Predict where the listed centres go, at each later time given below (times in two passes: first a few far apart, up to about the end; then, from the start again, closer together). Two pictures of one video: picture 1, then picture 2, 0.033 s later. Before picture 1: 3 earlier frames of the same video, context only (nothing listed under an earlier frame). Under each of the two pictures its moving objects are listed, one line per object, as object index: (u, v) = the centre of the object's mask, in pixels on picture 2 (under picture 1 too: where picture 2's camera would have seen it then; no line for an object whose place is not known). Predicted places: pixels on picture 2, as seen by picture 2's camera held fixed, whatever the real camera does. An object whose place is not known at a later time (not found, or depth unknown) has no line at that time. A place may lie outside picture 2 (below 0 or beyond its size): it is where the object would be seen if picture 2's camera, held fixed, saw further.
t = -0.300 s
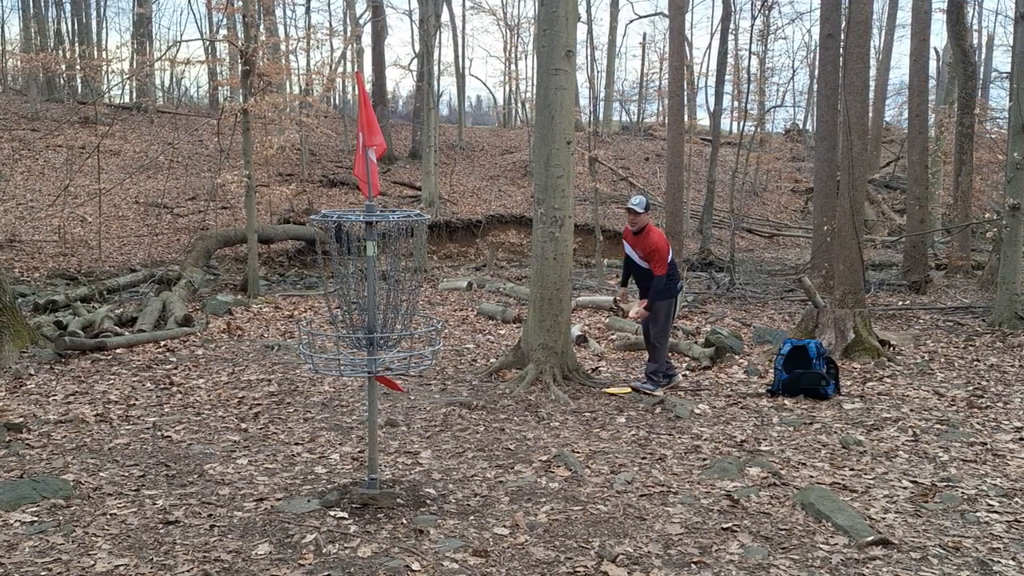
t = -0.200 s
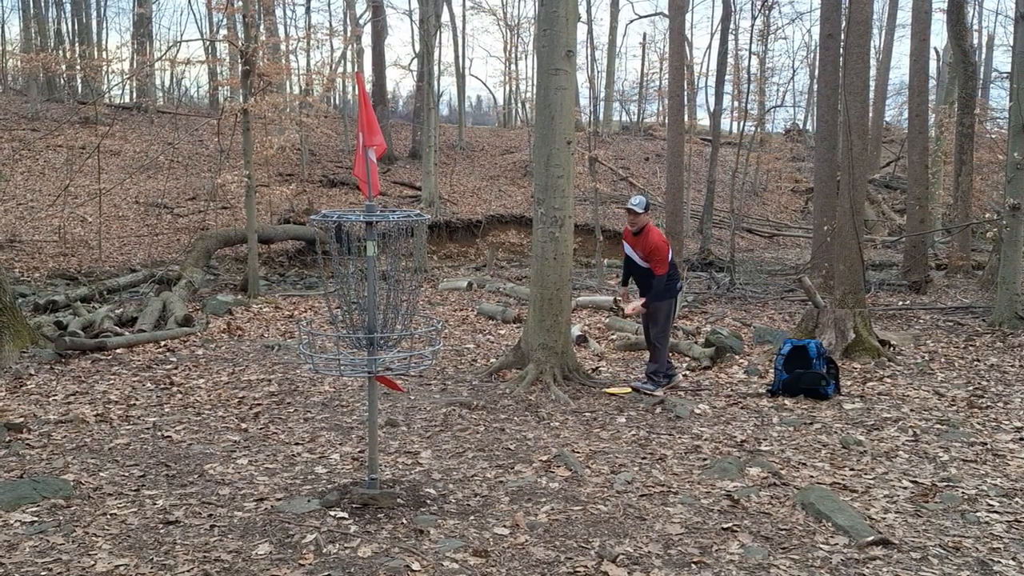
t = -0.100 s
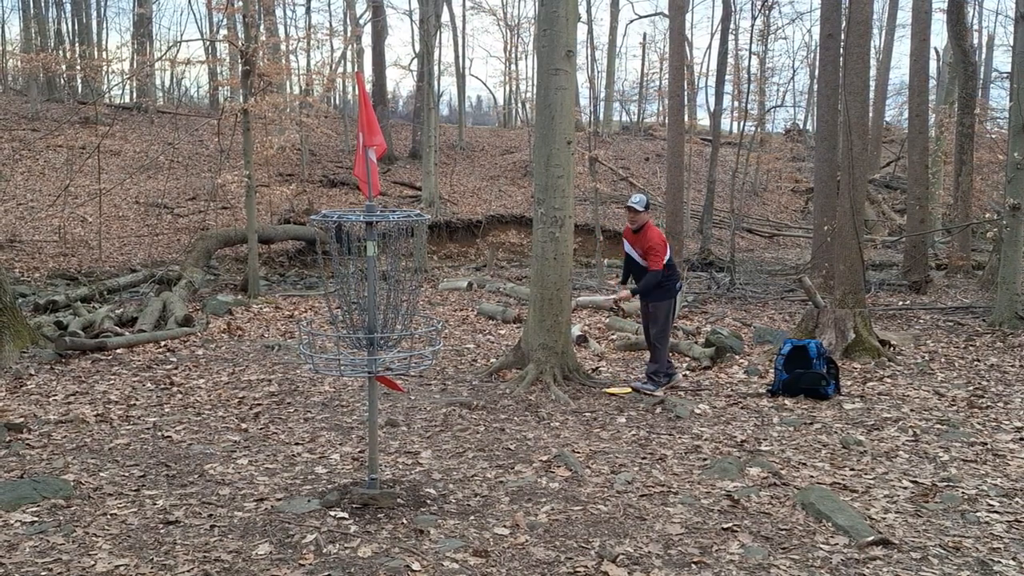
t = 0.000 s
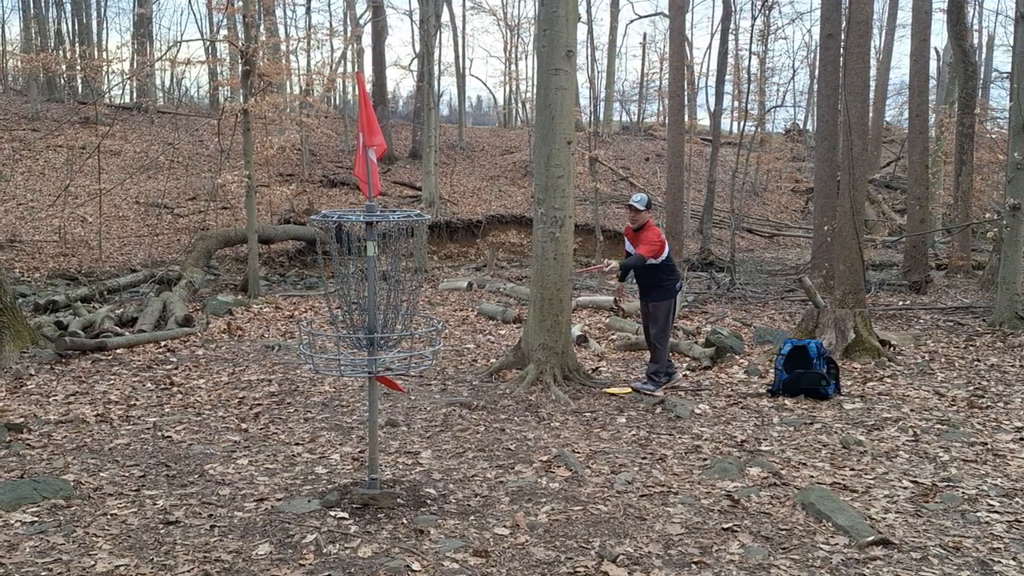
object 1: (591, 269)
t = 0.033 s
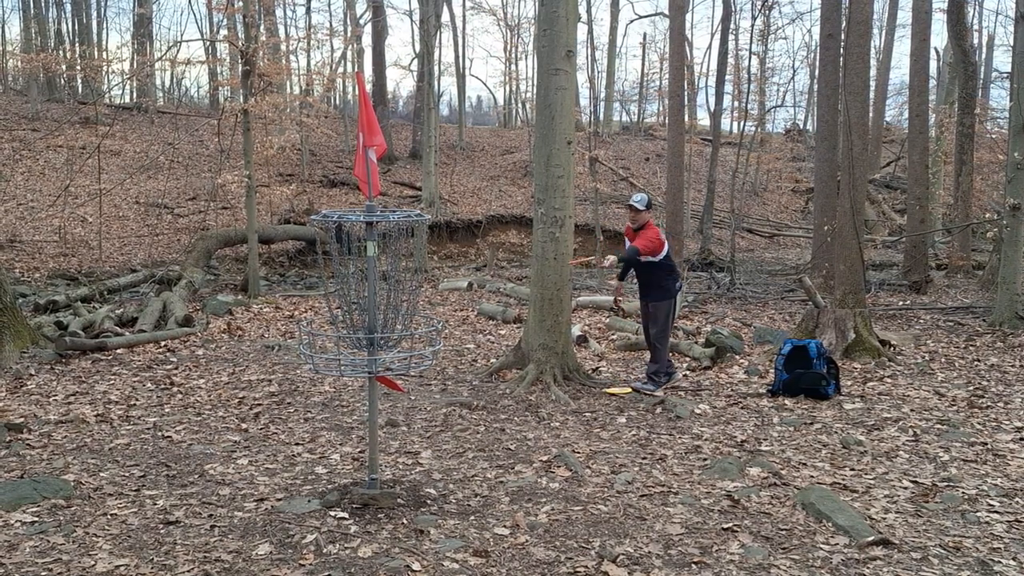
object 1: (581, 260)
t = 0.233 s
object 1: (515, 243)
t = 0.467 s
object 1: (405, 300)
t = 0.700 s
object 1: (398, 336)
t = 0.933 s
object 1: (414, 354)
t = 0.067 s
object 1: (572, 254)
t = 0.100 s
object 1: (561, 249)
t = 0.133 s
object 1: (550, 245)
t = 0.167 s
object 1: (539, 242)
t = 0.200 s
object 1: (526, 242)
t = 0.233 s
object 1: (515, 243)
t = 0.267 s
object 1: (504, 246)
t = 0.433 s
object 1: (420, 289)
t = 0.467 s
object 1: (405, 300)
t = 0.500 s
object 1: (397, 307)
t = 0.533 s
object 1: (394, 312)
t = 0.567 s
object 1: (394, 315)
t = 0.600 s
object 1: (394, 317)
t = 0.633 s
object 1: (395, 319)
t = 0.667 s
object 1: (395, 326)
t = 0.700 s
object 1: (398, 336)
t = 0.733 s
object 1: (398, 344)
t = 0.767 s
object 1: (404, 350)
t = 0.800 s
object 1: (410, 356)
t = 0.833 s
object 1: (412, 356)
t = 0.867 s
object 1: (413, 354)
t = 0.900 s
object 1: (414, 354)
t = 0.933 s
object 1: (414, 354)
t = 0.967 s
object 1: (414, 356)
